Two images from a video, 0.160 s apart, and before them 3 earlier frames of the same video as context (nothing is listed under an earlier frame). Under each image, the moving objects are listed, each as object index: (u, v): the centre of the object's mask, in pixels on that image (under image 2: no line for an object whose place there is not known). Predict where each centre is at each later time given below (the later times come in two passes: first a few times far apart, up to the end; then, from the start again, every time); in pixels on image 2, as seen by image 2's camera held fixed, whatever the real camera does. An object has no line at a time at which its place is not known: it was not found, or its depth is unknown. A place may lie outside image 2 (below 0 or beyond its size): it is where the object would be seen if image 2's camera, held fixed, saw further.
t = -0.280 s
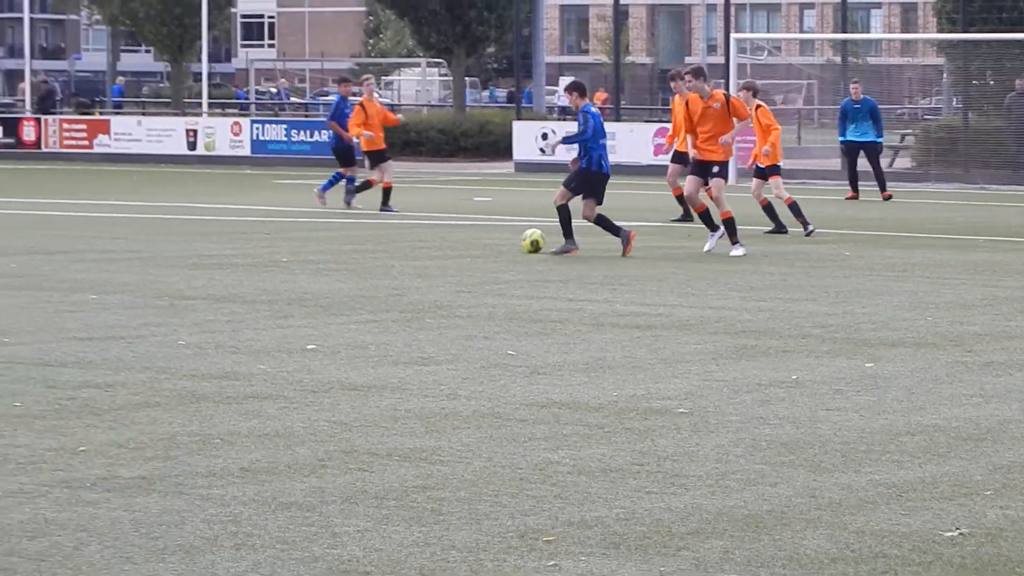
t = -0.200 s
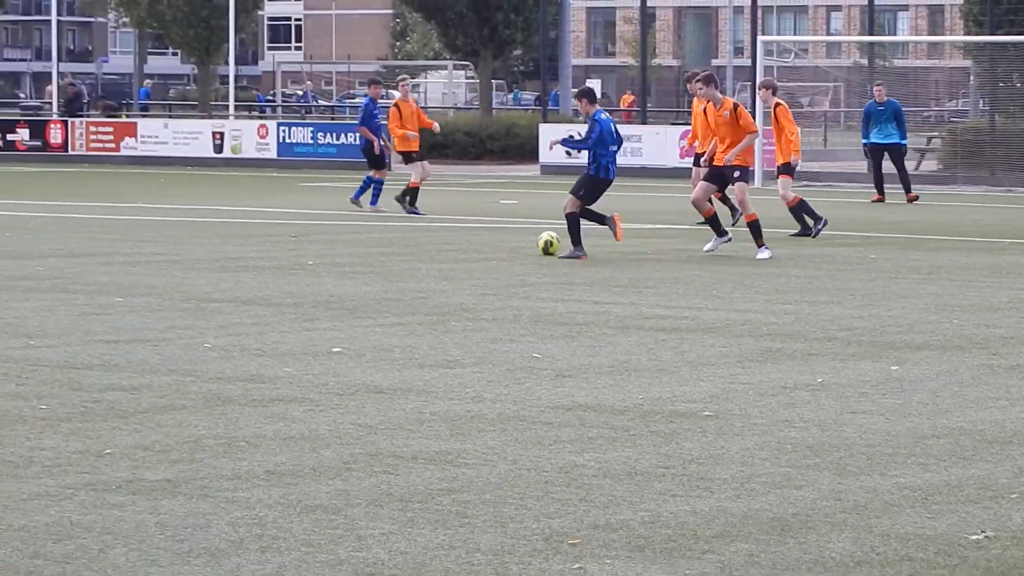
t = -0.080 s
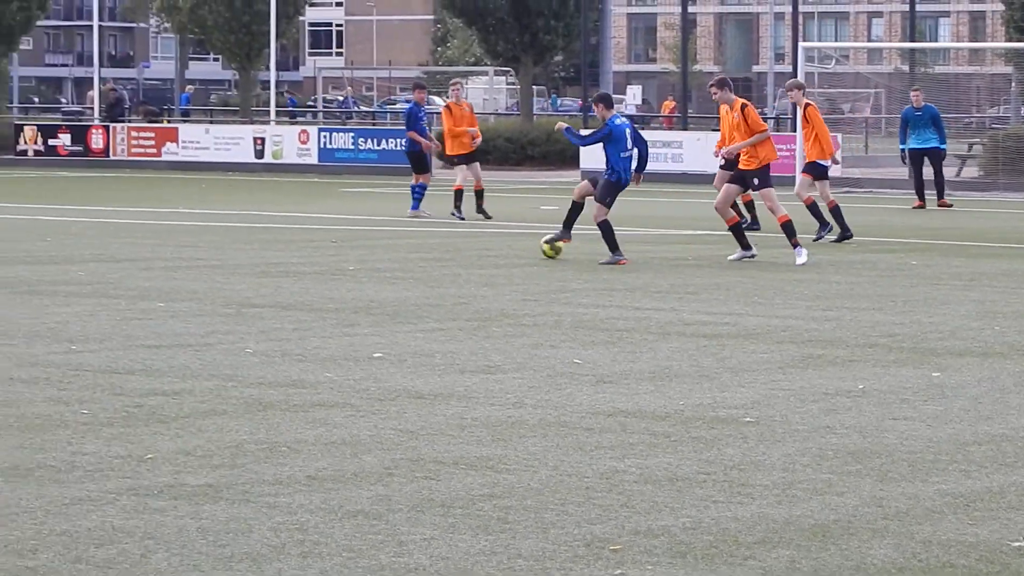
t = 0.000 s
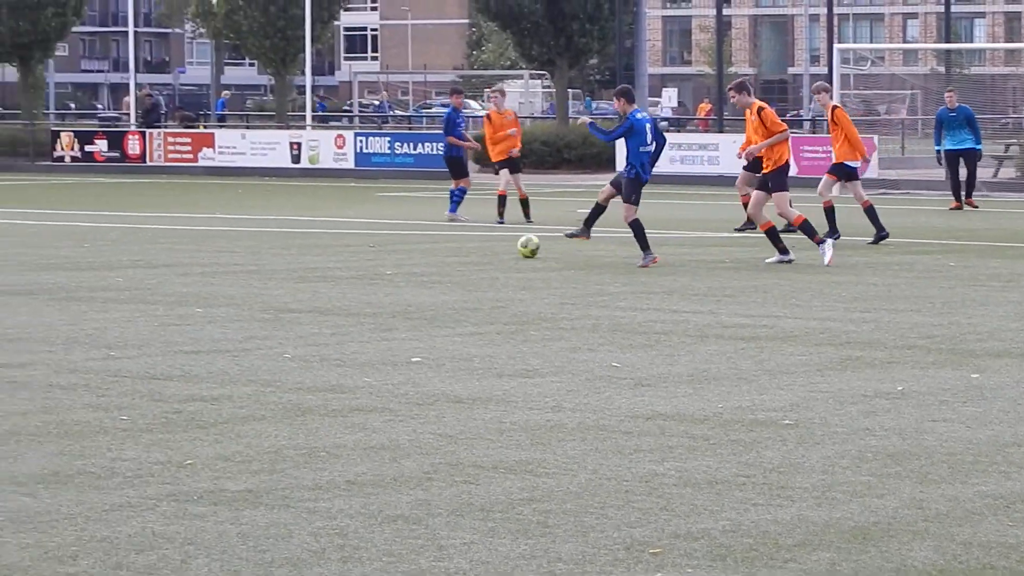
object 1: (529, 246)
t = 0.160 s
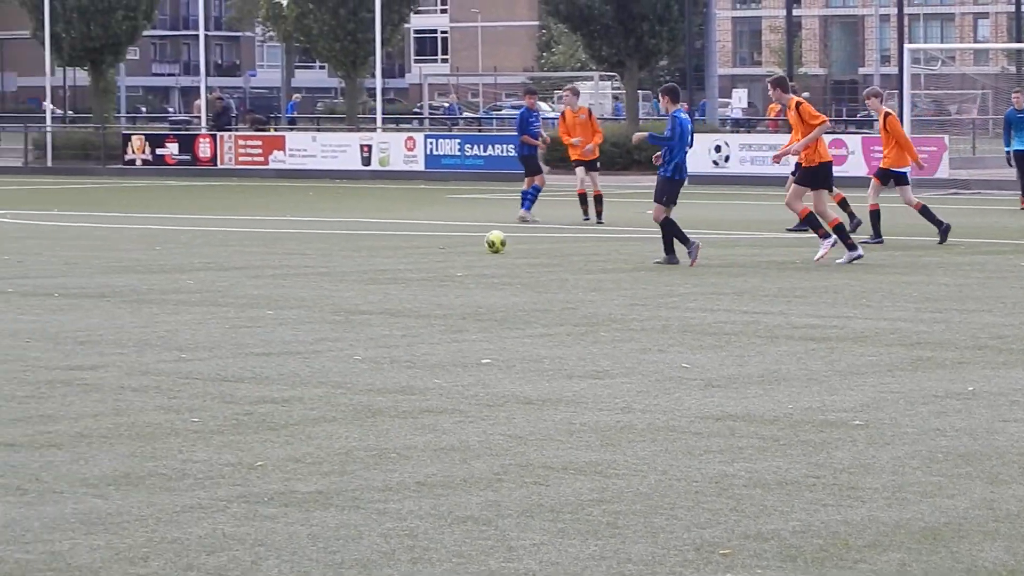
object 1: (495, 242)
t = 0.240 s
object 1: (453, 240)
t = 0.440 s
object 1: (361, 233)
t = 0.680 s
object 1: (276, 227)
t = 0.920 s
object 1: (210, 223)
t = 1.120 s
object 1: (161, 219)
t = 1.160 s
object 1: (151, 220)
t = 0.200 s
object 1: (473, 240)
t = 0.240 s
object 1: (453, 240)
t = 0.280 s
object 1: (433, 237)
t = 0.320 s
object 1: (414, 236)
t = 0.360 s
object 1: (395, 236)
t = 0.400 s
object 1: (379, 234)
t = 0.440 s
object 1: (361, 233)
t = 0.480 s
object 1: (345, 232)
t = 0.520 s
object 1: (330, 232)
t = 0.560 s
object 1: (316, 230)
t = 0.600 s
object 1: (302, 229)
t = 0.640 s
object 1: (288, 229)
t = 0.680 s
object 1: (276, 227)
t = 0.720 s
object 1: (264, 226)
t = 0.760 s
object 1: (252, 227)
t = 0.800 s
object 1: (241, 225)
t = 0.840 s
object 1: (230, 224)
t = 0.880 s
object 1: (220, 225)
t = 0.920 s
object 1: (210, 223)
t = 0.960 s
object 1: (200, 223)
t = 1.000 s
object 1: (190, 222)
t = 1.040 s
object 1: (180, 221)
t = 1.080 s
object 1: (170, 221)
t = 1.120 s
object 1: (161, 219)
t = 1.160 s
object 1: (151, 220)
